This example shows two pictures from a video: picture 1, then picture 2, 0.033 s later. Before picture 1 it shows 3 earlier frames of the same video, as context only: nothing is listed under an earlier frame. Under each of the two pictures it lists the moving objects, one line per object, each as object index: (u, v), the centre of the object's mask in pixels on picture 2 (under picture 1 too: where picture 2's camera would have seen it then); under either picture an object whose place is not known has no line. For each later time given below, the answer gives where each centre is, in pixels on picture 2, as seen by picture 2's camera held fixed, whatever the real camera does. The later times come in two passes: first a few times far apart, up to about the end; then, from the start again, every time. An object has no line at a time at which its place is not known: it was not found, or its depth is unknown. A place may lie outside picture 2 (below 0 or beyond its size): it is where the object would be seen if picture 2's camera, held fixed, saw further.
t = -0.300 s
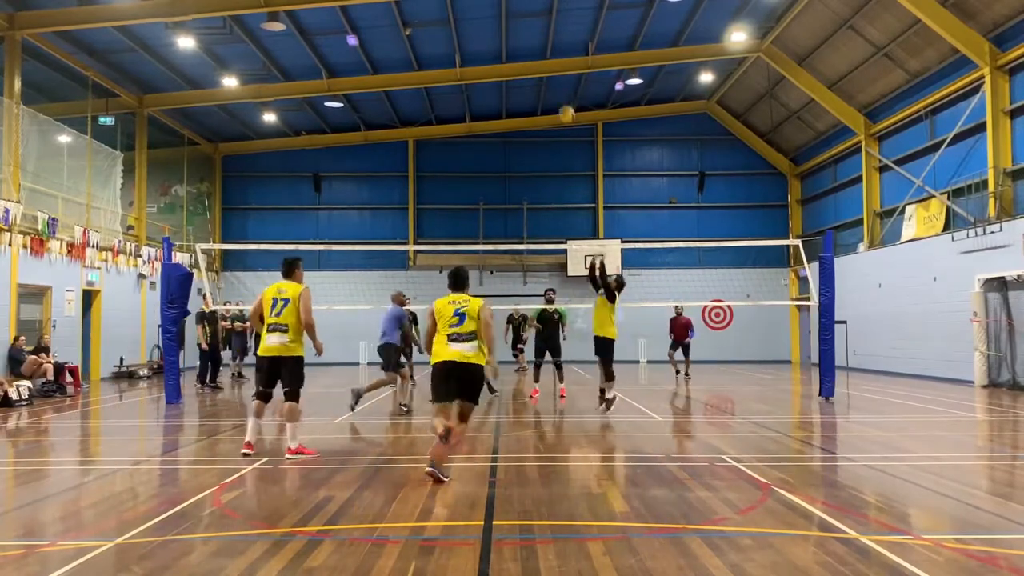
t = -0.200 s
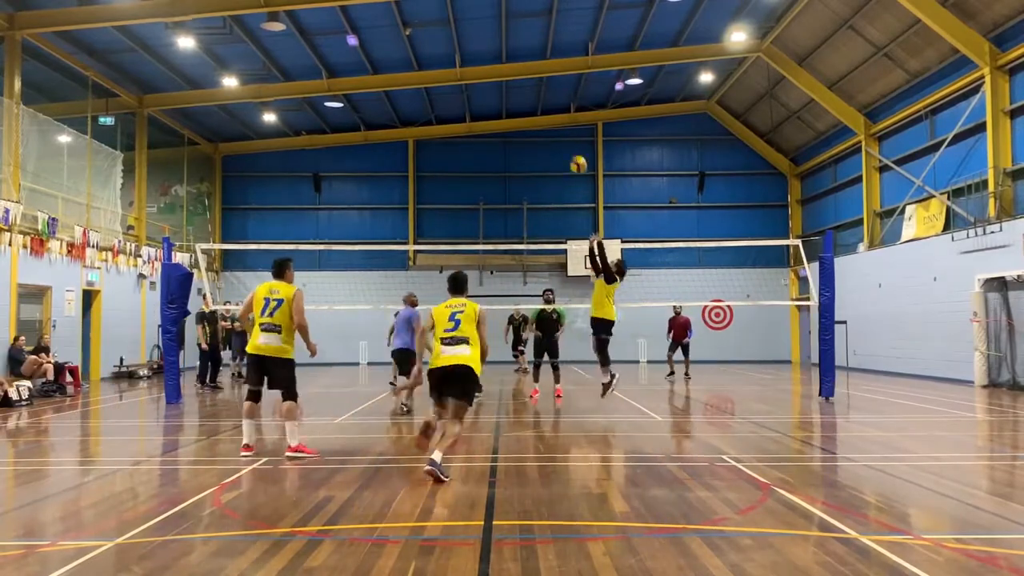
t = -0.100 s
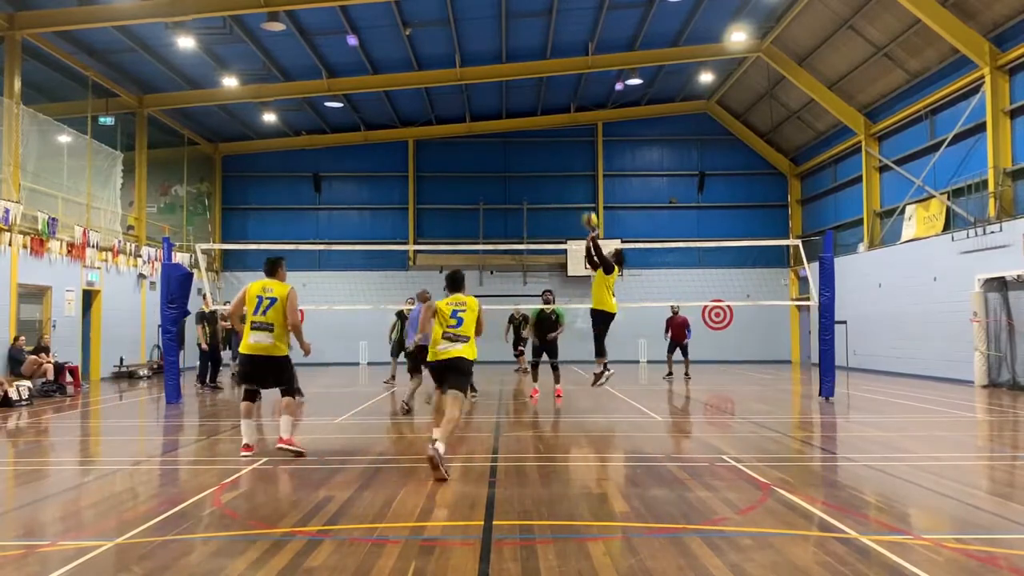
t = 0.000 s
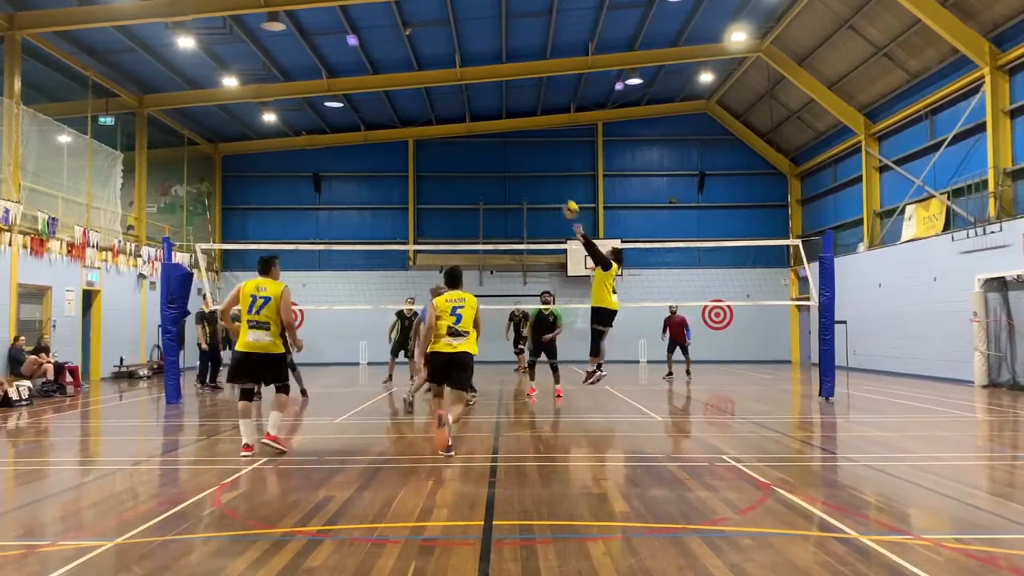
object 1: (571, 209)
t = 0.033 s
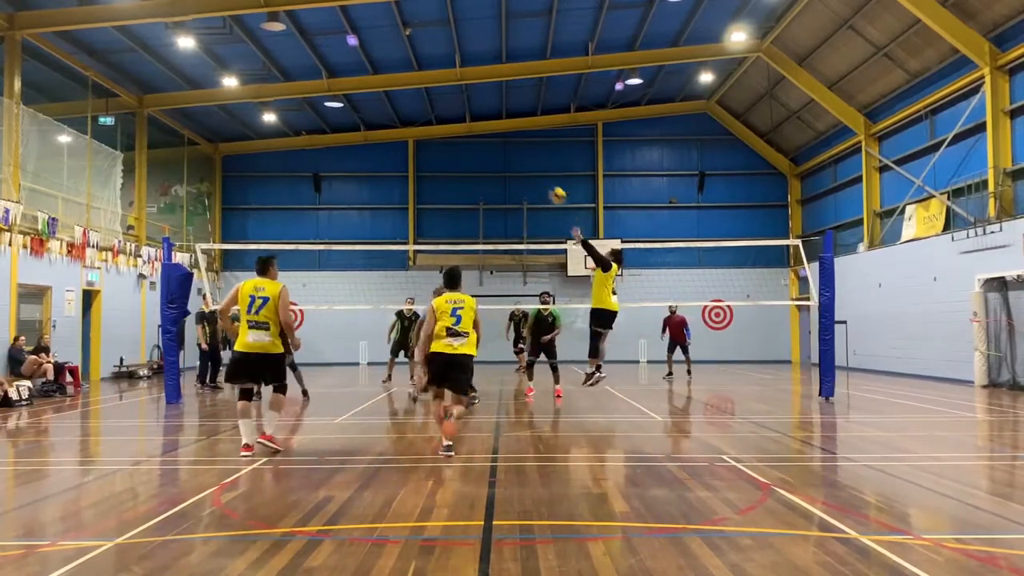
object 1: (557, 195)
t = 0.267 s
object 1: (473, 130)
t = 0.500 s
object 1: (393, 108)
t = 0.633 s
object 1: (351, 113)
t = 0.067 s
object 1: (544, 183)
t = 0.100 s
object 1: (531, 171)
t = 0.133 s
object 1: (519, 161)
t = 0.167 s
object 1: (507, 152)
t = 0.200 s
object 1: (495, 143)
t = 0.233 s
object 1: (483, 136)
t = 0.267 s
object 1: (473, 130)
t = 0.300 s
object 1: (460, 123)
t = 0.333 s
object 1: (448, 118)
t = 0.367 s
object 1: (437, 115)
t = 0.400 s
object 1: (426, 112)
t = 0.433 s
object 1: (414, 110)
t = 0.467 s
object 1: (403, 108)
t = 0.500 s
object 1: (393, 108)
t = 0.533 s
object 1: (382, 108)
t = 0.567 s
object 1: (371, 109)
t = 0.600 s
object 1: (361, 111)
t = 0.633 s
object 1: (351, 113)
